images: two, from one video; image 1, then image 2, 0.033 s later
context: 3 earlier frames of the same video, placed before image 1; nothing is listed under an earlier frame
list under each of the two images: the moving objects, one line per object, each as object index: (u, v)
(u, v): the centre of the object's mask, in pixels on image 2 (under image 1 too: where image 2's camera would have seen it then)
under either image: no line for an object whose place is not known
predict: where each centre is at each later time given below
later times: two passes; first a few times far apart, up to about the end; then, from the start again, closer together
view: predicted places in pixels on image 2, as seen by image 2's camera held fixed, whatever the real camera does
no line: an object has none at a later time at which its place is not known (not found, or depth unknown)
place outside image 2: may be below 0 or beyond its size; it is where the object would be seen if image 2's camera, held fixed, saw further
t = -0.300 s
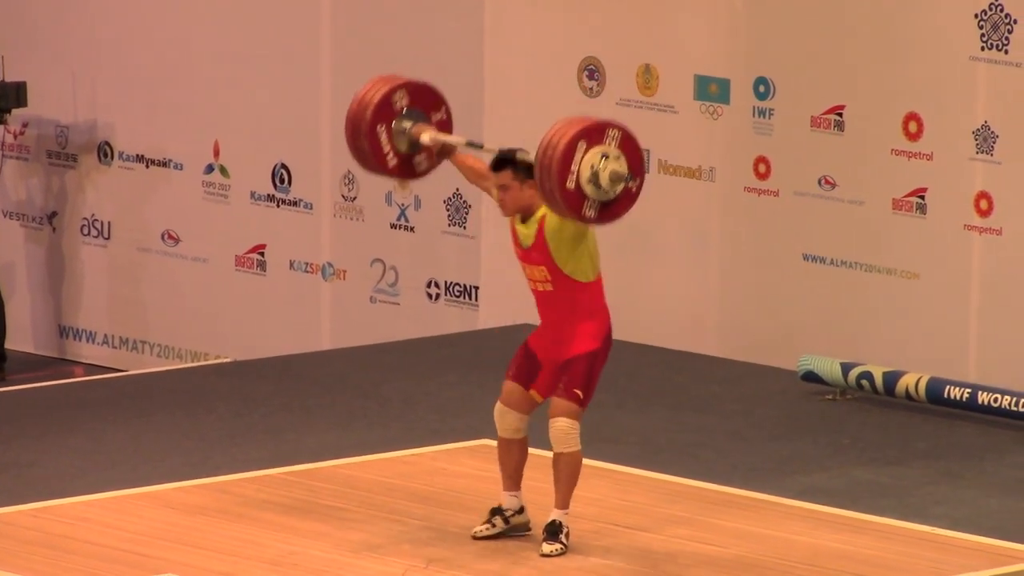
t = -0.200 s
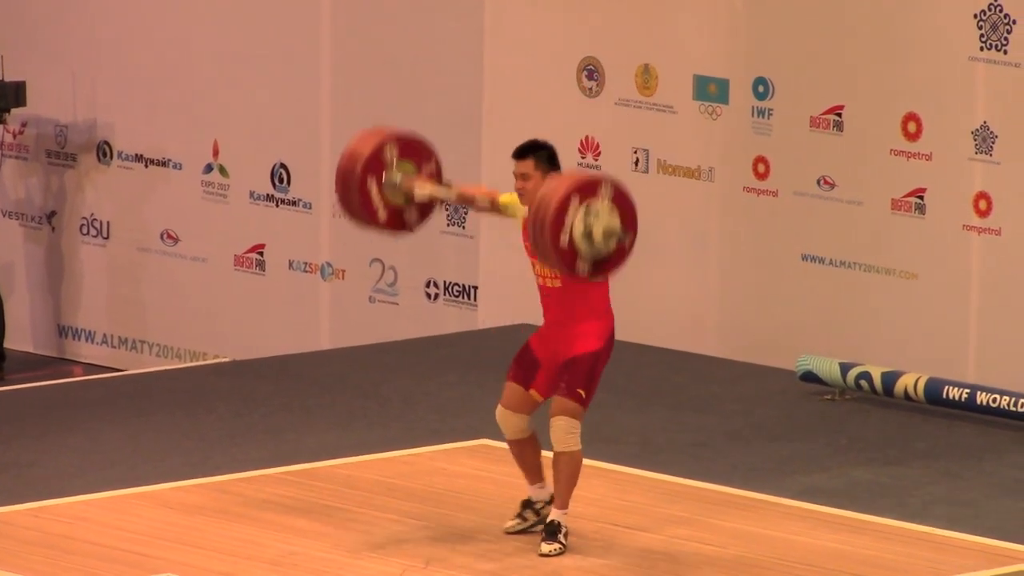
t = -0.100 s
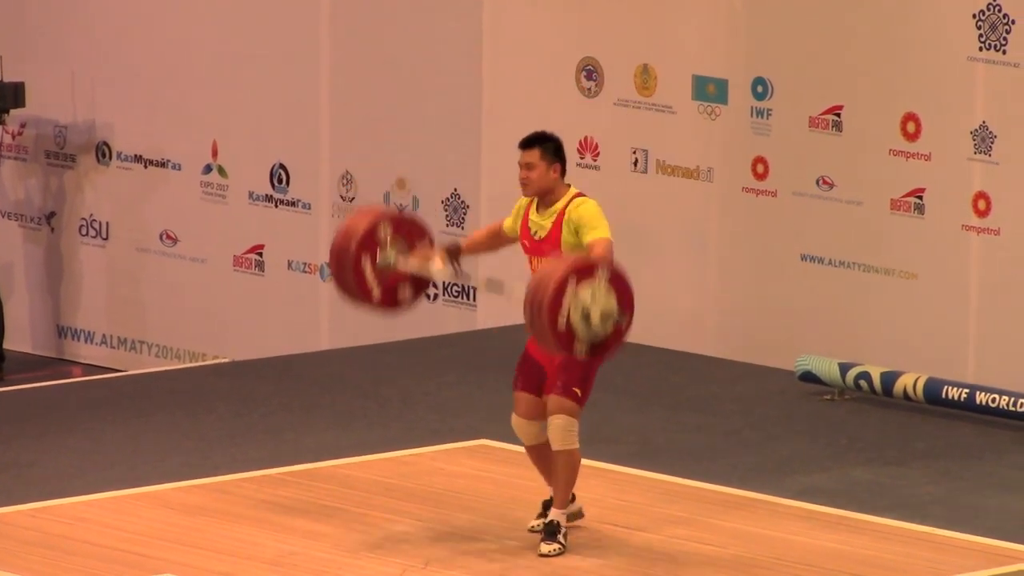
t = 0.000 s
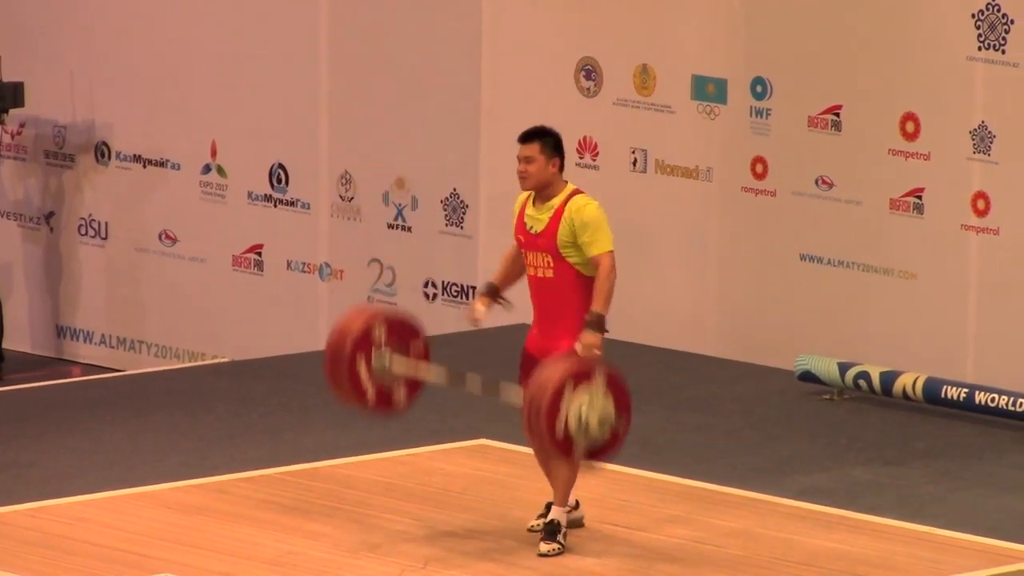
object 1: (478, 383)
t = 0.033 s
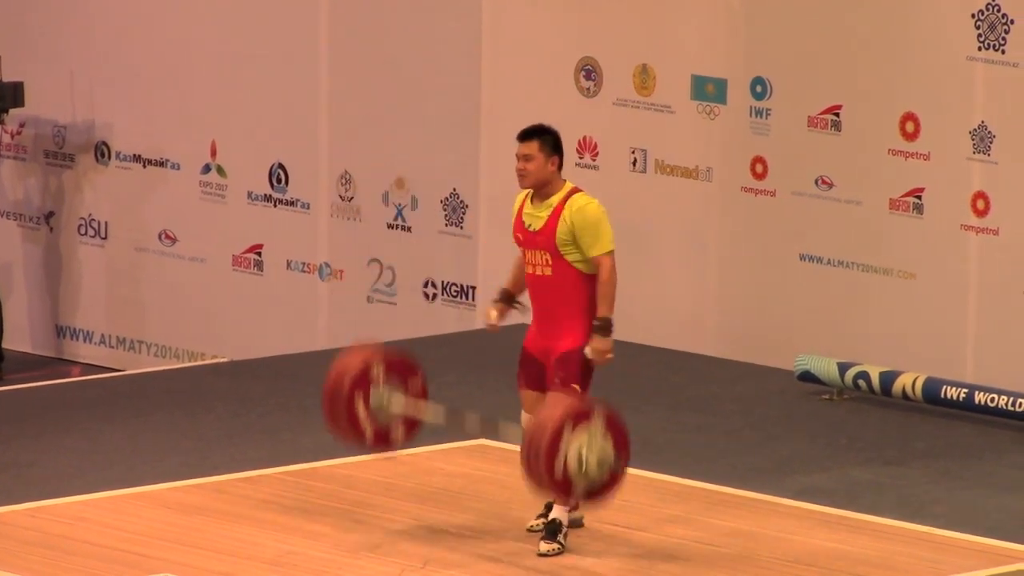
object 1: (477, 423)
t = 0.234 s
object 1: (474, 473)
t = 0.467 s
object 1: (467, 501)
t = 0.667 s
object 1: (463, 500)
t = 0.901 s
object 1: (461, 501)
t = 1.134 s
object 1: (459, 501)
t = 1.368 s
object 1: (458, 502)
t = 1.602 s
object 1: (457, 502)
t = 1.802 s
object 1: (457, 502)
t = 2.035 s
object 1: (457, 502)
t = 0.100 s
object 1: (473, 503)
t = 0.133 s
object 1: (474, 495)
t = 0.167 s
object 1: (474, 485)
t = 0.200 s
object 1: (474, 478)
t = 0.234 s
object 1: (474, 473)
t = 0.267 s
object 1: (473, 471)
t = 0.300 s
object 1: (473, 471)
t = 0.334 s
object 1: (472, 472)
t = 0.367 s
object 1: (471, 477)
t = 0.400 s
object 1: (470, 484)
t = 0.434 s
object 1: (469, 493)
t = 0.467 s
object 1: (467, 501)
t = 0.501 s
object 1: (468, 499)
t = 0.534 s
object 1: (466, 498)
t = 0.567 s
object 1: (465, 498)
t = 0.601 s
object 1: (464, 499)
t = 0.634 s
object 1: (464, 500)
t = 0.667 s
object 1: (463, 500)
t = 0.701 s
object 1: (463, 501)
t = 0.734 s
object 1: (462, 501)
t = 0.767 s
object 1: (462, 501)
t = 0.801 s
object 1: (462, 501)
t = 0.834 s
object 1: (461, 501)
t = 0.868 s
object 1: (461, 501)
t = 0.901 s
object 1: (461, 501)
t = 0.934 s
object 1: (461, 501)
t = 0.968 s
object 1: (461, 501)
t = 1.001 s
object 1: (461, 501)
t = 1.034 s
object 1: (460, 501)
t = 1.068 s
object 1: (460, 501)
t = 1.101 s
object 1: (459, 501)
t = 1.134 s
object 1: (459, 501)
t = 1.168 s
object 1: (459, 501)
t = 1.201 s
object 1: (459, 501)
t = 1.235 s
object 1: (459, 501)
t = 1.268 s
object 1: (458, 502)
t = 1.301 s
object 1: (458, 501)
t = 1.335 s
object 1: (458, 502)
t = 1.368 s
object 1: (458, 502)
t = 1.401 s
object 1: (458, 502)
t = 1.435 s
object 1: (457, 501)
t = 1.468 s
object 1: (457, 501)
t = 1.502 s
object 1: (457, 501)
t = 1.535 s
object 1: (457, 502)
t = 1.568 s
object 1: (457, 502)
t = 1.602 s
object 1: (457, 502)
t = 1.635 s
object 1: (457, 502)
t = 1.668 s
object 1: (457, 502)
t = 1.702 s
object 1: (457, 502)
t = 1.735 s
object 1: (456, 502)
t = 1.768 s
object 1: (457, 502)
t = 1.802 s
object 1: (457, 502)
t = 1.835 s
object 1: (457, 502)
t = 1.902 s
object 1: (457, 502)
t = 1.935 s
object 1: (457, 502)
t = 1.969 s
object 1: (457, 502)
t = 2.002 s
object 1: (457, 502)
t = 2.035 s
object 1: (457, 502)
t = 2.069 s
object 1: (457, 502)
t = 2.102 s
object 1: (457, 502)
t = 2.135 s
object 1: (457, 502)
